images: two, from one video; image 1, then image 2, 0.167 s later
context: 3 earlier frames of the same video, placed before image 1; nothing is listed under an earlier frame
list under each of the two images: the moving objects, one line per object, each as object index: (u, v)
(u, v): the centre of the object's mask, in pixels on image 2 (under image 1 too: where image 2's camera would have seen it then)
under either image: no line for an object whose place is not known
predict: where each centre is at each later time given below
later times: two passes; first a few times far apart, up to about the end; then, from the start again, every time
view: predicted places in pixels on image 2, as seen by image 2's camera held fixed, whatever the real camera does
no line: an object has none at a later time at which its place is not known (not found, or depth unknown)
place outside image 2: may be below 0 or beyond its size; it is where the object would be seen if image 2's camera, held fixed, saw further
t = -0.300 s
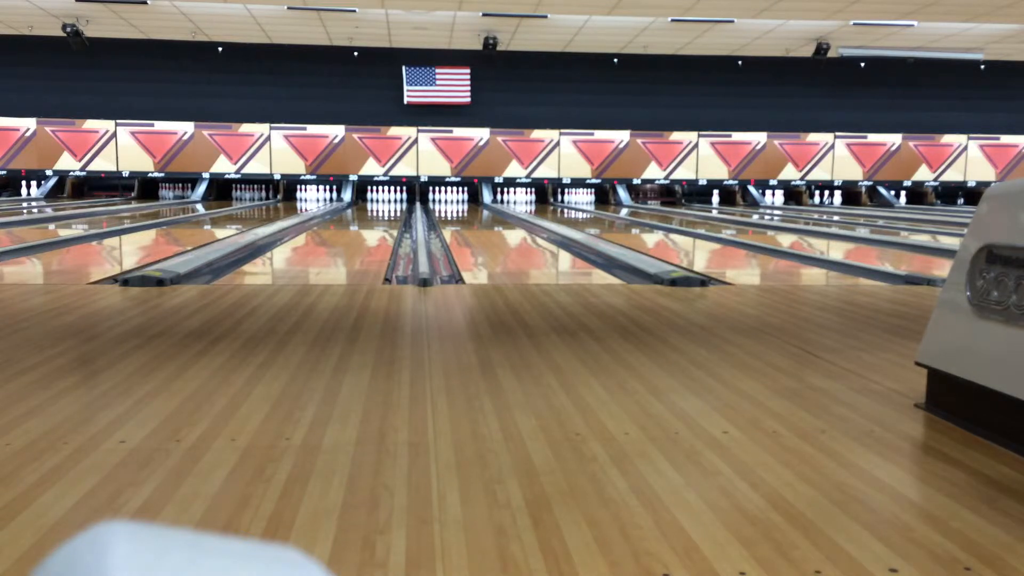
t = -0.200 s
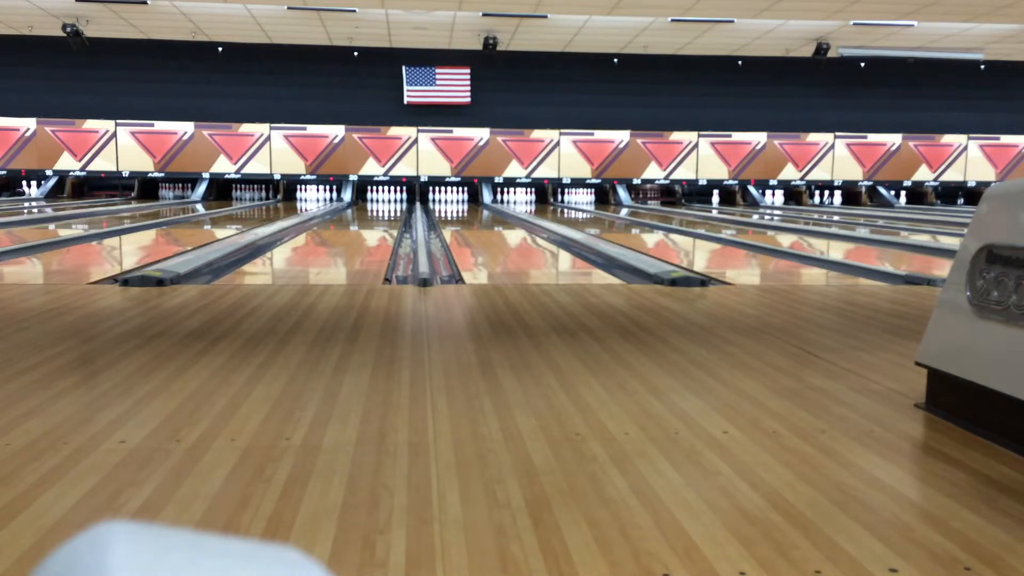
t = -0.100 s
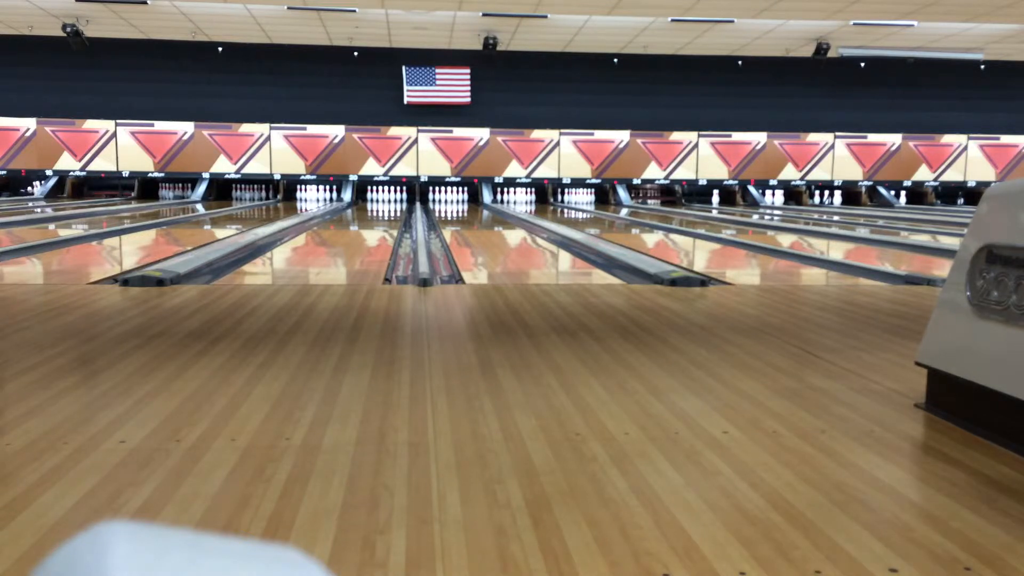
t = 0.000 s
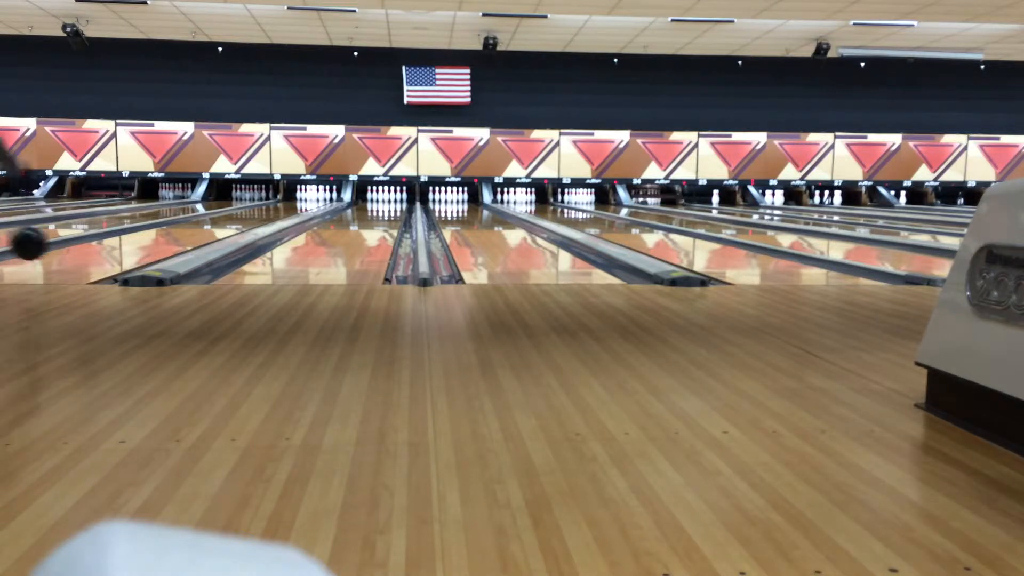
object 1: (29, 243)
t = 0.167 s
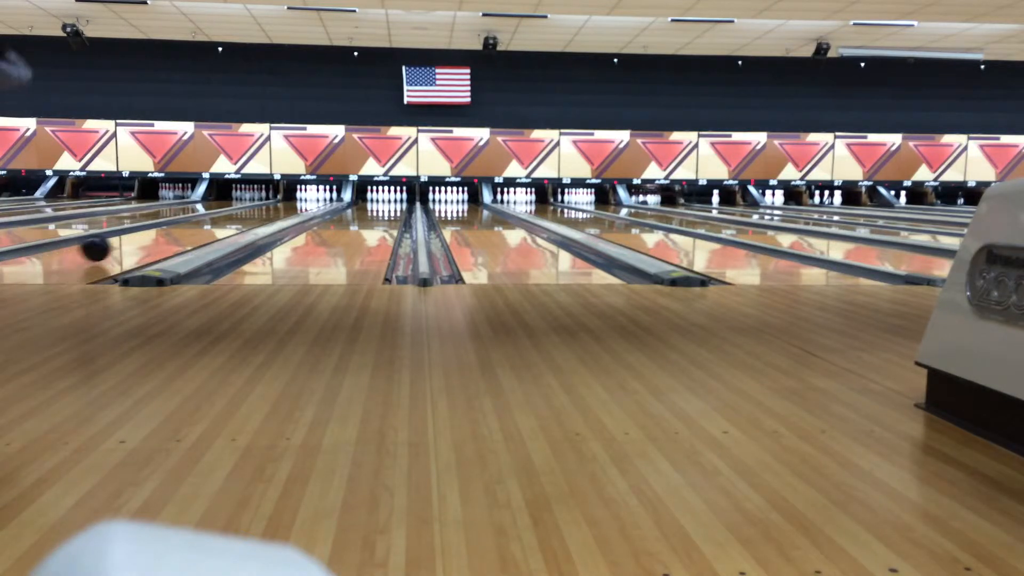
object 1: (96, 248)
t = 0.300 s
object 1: (133, 241)
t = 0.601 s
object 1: (194, 227)
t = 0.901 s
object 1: (232, 218)
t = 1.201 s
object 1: (259, 212)
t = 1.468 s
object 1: (277, 208)
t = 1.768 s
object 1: (292, 204)
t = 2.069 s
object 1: (303, 201)
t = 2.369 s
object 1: (309, 199)
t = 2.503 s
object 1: (311, 198)
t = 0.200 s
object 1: (105, 247)
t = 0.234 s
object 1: (115, 245)
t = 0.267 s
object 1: (125, 243)
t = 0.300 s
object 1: (133, 241)
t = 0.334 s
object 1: (142, 239)
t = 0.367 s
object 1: (149, 237)
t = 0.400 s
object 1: (157, 235)
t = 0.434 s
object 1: (164, 234)
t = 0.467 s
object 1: (170, 232)
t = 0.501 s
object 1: (176, 231)
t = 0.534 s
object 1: (182, 230)
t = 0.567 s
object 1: (188, 228)
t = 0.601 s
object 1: (194, 227)
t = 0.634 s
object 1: (199, 225)
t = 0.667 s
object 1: (203, 224)
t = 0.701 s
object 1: (208, 223)
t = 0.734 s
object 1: (212, 222)
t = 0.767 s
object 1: (217, 221)
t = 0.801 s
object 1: (220, 221)
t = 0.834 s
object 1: (225, 219)
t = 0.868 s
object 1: (229, 218)
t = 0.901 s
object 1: (232, 218)
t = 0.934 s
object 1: (236, 217)
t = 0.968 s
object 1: (239, 216)
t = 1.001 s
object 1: (242, 215)
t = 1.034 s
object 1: (246, 214)
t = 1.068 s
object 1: (248, 214)
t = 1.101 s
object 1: (251, 214)
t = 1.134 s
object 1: (254, 213)
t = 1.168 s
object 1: (256, 212)
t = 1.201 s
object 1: (259, 212)
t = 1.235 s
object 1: (261, 212)
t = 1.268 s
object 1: (264, 211)
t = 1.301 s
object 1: (266, 211)
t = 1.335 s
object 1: (268, 210)
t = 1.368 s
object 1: (271, 210)
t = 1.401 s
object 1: (273, 210)
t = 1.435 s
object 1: (275, 209)
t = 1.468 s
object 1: (277, 208)
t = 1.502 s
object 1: (279, 208)
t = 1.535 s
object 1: (281, 207)
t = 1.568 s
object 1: (282, 207)
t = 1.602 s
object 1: (284, 206)
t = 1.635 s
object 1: (285, 206)
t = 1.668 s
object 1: (288, 205)
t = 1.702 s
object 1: (289, 205)
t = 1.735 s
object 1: (291, 204)
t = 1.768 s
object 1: (292, 204)
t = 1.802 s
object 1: (294, 204)
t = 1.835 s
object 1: (295, 204)
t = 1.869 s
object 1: (296, 204)
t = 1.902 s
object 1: (297, 203)
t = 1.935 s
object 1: (299, 203)
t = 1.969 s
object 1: (300, 202)
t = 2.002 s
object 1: (300, 202)
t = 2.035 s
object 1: (301, 201)
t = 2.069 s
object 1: (303, 201)
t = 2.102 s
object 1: (303, 201)
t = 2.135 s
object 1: (304, 201)
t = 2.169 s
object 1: (305, 200)
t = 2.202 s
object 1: (306, 200)
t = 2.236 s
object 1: (307, 200)
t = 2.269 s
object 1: (308, 199)
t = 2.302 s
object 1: (308, 200)
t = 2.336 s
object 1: (308, 199)
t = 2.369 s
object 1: (309, 199)
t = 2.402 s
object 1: (309, 199)
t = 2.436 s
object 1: (310, 199)
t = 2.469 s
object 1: (311, 198)
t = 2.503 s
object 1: (311, 198)
